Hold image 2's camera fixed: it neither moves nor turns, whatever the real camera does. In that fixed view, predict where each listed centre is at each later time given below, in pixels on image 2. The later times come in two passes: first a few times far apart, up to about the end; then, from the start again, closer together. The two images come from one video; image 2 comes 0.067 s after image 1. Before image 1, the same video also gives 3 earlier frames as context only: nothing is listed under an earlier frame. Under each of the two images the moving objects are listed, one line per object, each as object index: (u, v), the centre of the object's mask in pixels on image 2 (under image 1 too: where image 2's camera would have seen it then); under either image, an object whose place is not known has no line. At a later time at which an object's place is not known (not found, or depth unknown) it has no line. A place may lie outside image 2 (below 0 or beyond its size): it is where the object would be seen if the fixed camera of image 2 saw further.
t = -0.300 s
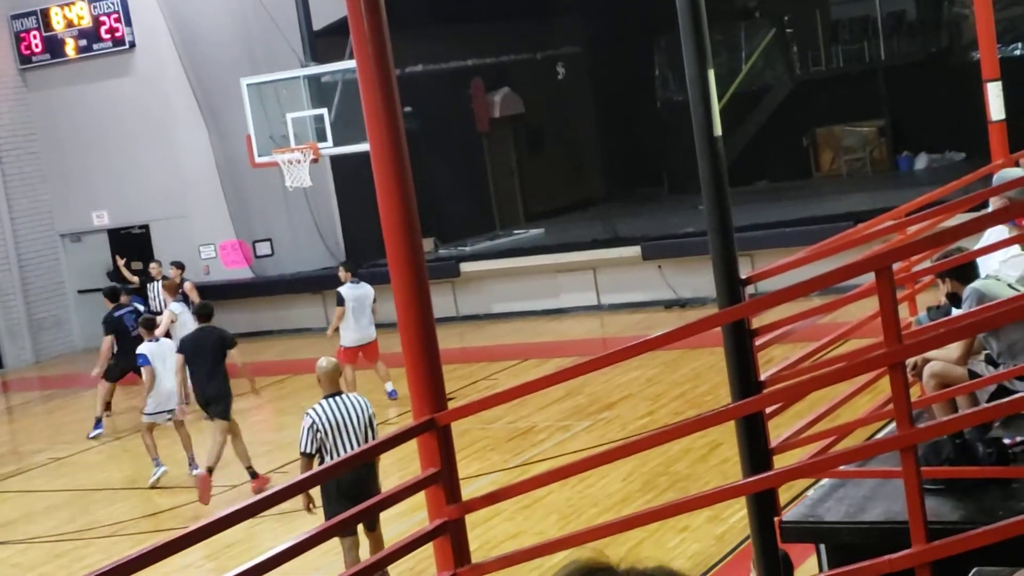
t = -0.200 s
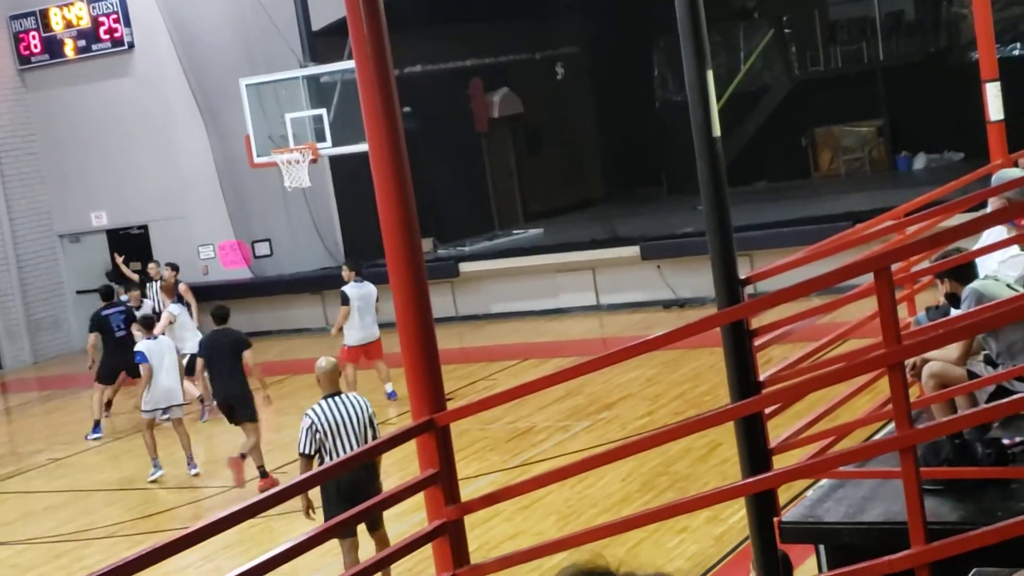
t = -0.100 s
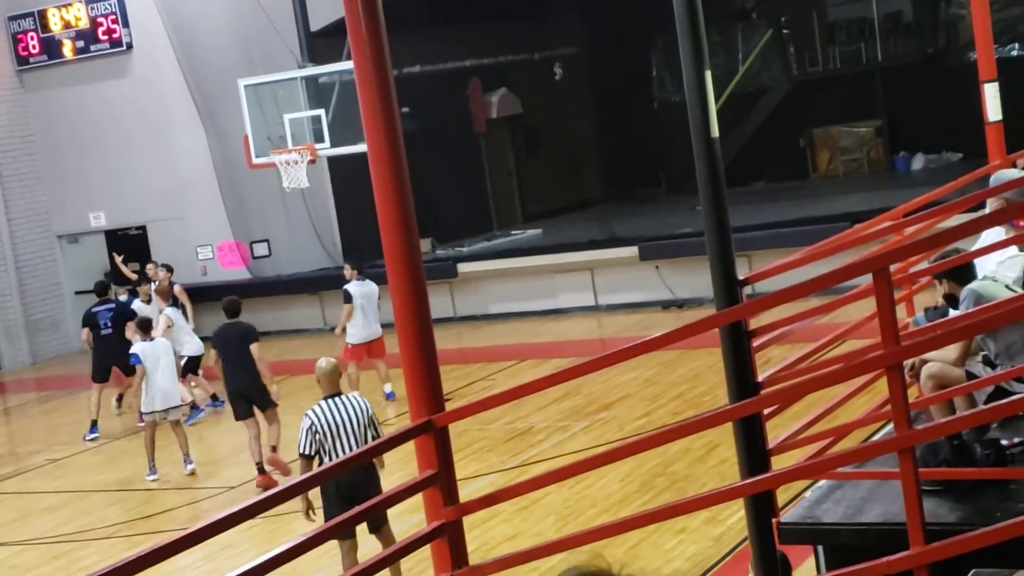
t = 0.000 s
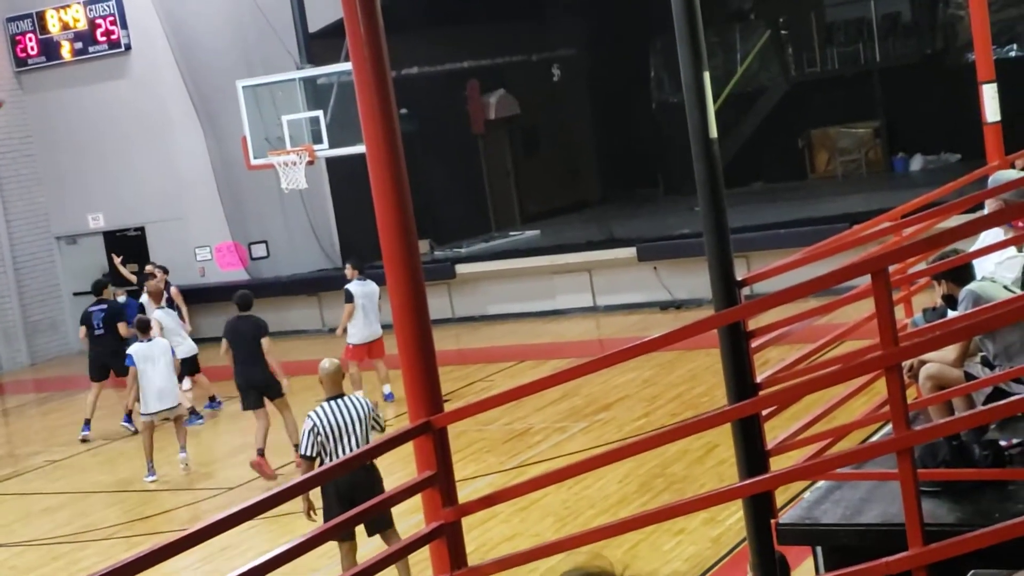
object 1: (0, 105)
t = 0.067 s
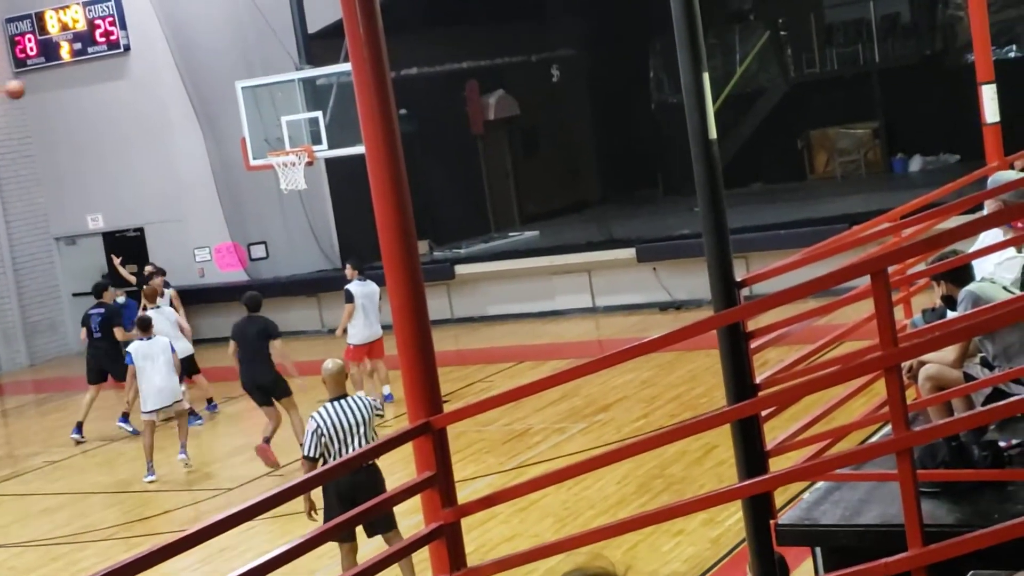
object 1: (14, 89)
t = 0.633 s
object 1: (232, 123)
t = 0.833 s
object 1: (247, 153)
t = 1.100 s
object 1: (168, 194)
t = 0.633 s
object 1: (232, 123)
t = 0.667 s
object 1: (248, 133)
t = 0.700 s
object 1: (261, 142)
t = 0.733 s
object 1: (268, 148)
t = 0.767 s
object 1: (264, 150)
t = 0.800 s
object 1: (258, 151)
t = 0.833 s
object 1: (247, 153)
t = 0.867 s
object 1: (236, 156)
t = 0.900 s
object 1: (226, 158)
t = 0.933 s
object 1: (216, 161)
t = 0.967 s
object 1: (207, 167)
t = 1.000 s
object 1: (197, 172)
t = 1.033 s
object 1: (187, 179)
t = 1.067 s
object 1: (177, 186)
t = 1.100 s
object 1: (168, 194)
